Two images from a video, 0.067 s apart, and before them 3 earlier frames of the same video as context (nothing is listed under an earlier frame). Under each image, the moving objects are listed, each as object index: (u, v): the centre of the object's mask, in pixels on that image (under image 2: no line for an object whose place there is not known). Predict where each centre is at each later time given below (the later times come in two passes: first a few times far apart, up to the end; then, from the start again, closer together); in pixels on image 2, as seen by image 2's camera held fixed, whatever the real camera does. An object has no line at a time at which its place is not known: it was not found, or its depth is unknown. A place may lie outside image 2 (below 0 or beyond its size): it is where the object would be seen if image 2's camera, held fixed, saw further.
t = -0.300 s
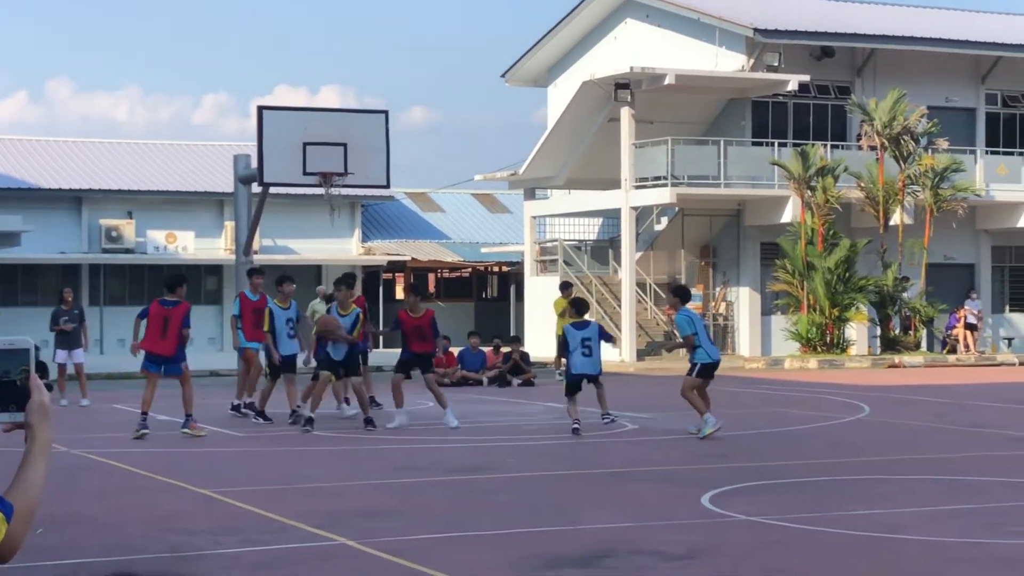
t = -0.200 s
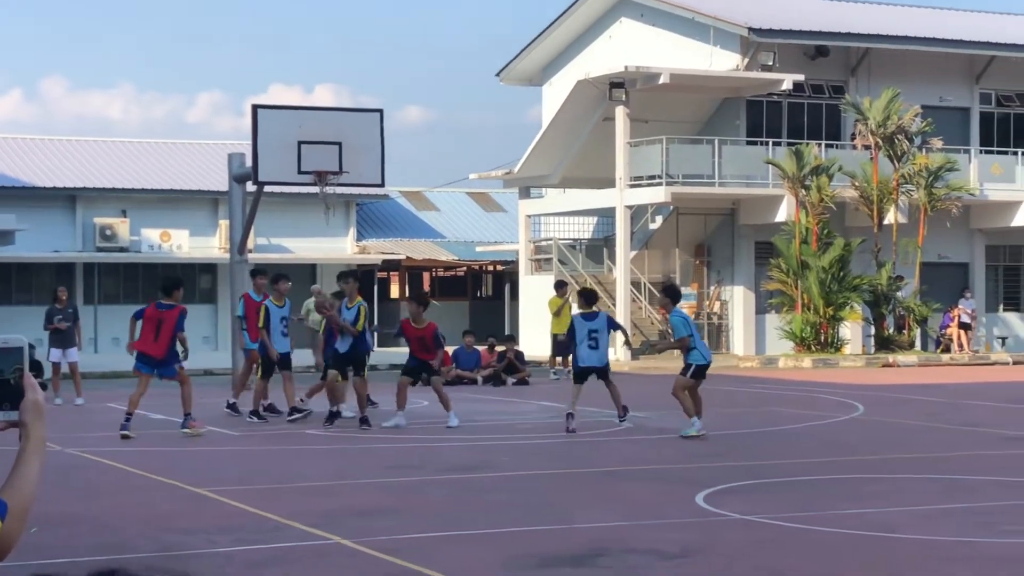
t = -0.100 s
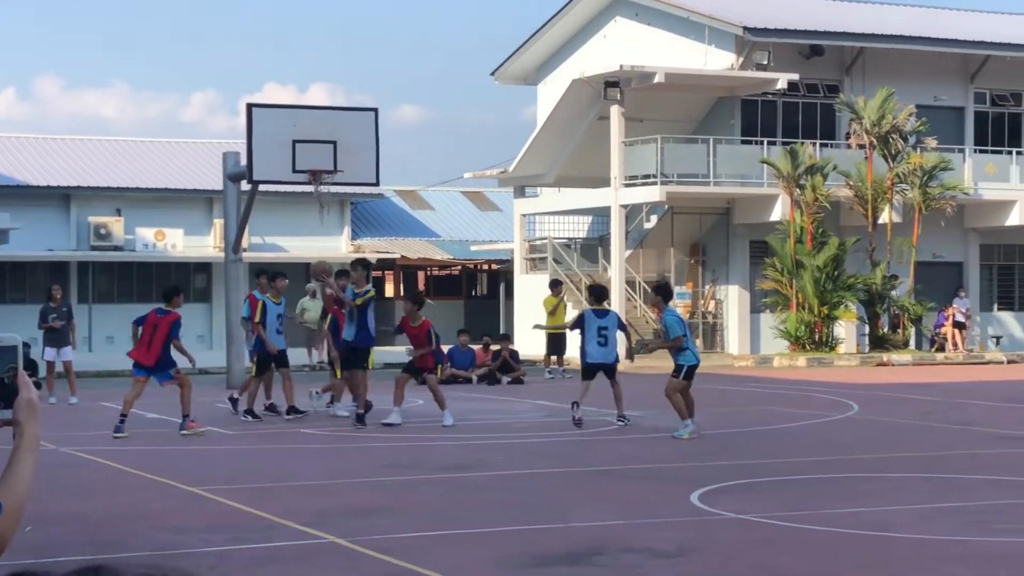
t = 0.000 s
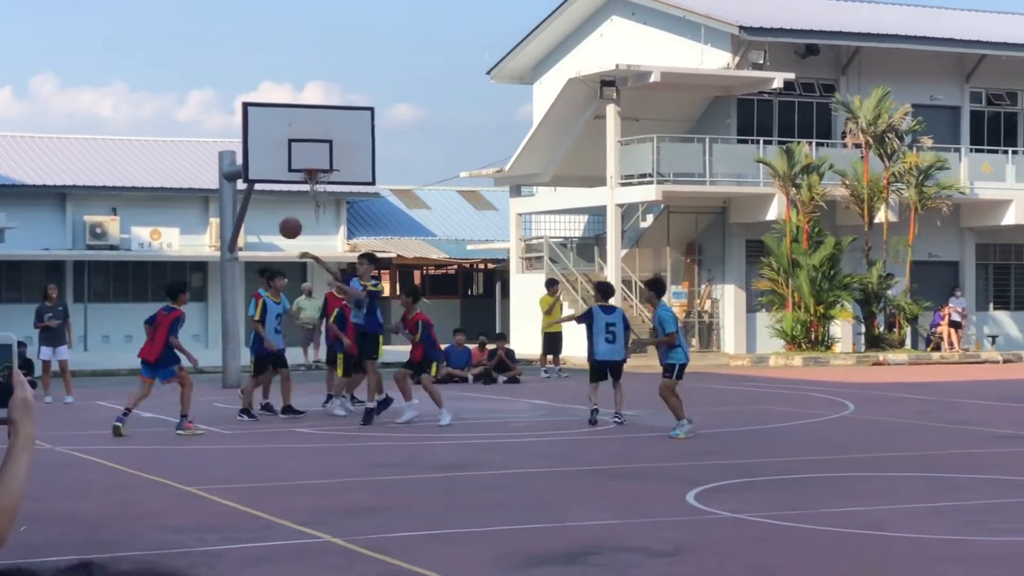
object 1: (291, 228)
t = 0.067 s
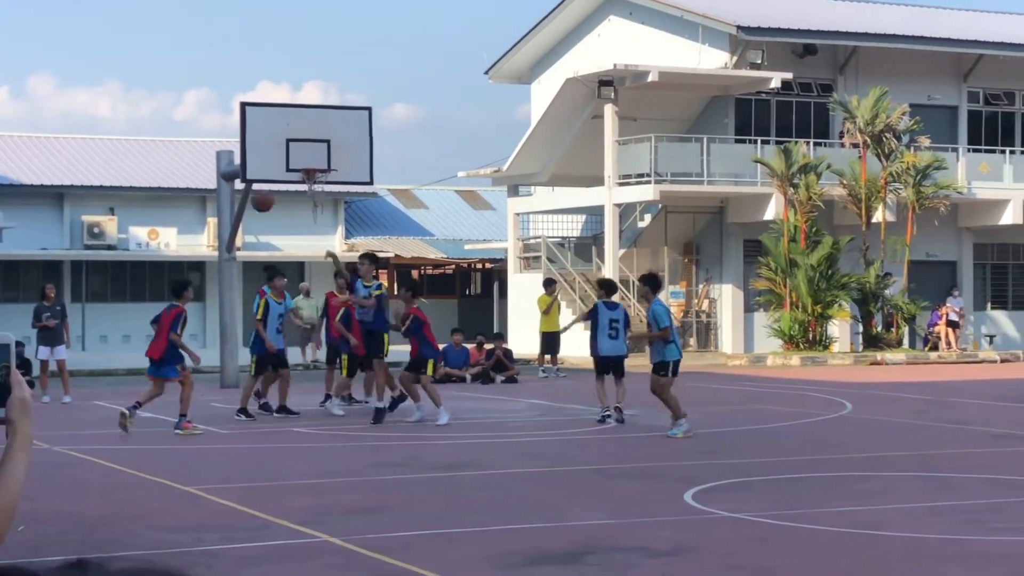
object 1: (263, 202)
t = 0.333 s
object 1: (155, 132)
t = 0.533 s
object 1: (69, 123)
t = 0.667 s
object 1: (10, 139)
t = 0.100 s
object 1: (249, 189)
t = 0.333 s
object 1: (155, 132)
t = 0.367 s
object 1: (141, 128)
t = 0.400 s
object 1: (127, 124)
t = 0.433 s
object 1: (112, 122)
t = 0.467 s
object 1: (98, 121)
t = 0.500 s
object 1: (84, 121)
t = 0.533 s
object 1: (69, 123)
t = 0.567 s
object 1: (55, 125)
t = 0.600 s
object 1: (40, 128)
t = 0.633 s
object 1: (25, 133)
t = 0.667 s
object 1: (10, 139)
